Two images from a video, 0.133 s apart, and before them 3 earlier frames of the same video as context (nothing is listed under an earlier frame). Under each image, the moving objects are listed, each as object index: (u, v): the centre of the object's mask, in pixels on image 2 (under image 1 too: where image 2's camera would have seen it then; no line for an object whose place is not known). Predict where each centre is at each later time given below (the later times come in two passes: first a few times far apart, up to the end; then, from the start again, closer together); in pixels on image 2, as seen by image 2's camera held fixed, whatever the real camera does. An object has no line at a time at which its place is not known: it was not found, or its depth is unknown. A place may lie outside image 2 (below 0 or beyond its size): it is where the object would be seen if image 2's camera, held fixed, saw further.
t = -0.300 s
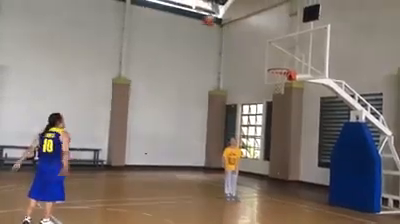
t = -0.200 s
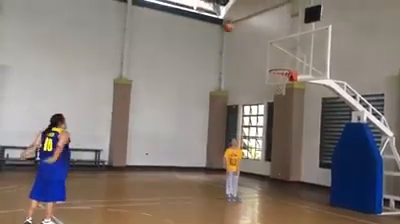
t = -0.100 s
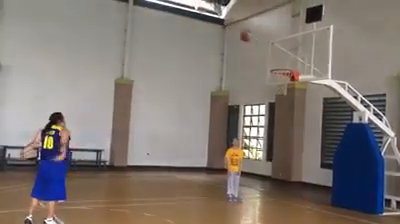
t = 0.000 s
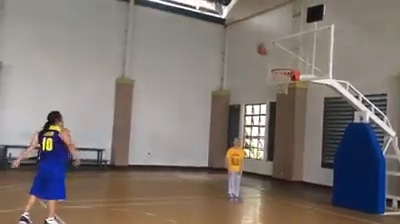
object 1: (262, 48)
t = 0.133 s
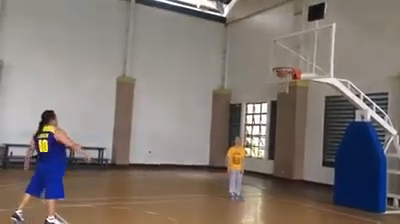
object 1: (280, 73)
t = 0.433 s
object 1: (291, 86)
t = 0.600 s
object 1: (286, 99)
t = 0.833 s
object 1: (275, 140)
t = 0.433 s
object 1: (291, 86)
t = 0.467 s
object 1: (290, 88)
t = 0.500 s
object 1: (290, 89)
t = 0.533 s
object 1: (289, 93)
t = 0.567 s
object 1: (288, 95)
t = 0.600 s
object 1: (286, 99)
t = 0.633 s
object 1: (284, 103)
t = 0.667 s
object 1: (281, 110)
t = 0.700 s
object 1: (281, 115)
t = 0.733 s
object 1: (280, 121)
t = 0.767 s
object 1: (279, 127)
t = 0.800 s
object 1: (277, 134)
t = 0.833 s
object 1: (275, 140)
